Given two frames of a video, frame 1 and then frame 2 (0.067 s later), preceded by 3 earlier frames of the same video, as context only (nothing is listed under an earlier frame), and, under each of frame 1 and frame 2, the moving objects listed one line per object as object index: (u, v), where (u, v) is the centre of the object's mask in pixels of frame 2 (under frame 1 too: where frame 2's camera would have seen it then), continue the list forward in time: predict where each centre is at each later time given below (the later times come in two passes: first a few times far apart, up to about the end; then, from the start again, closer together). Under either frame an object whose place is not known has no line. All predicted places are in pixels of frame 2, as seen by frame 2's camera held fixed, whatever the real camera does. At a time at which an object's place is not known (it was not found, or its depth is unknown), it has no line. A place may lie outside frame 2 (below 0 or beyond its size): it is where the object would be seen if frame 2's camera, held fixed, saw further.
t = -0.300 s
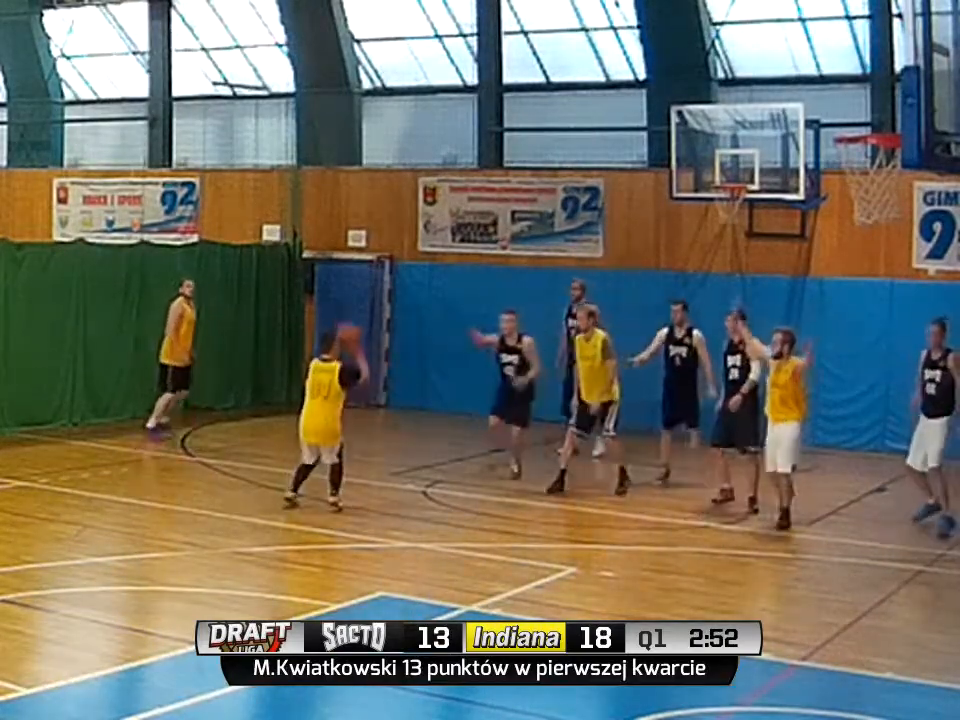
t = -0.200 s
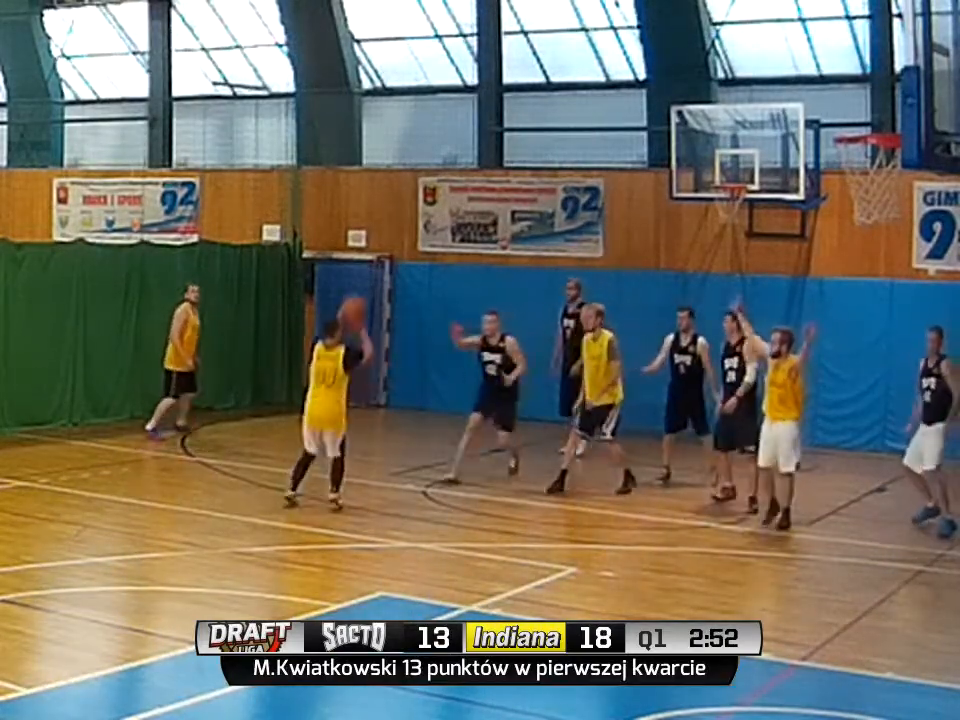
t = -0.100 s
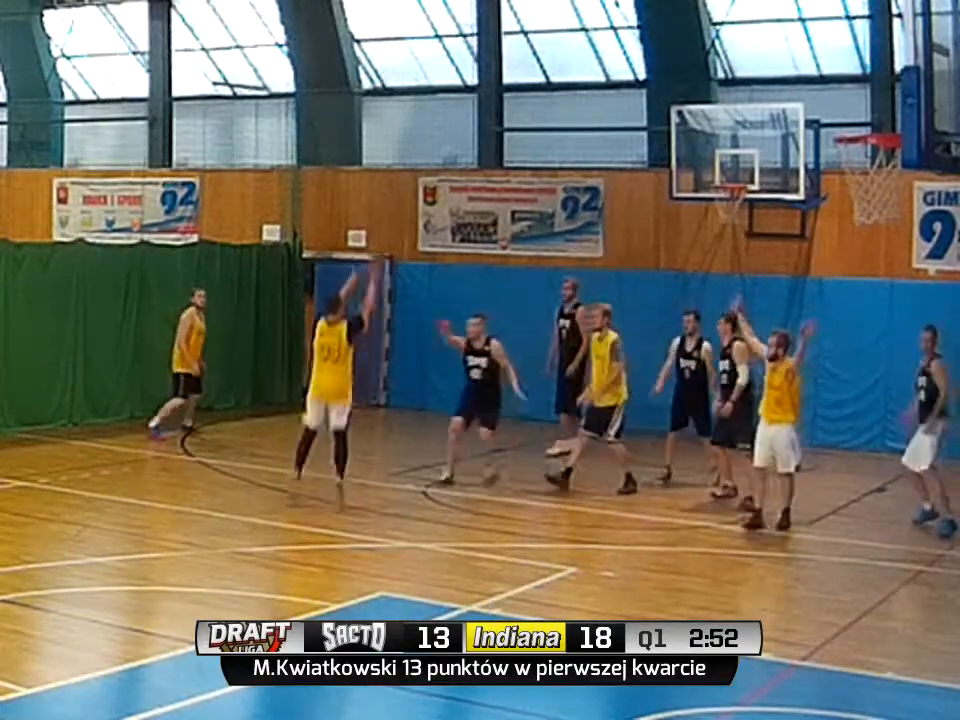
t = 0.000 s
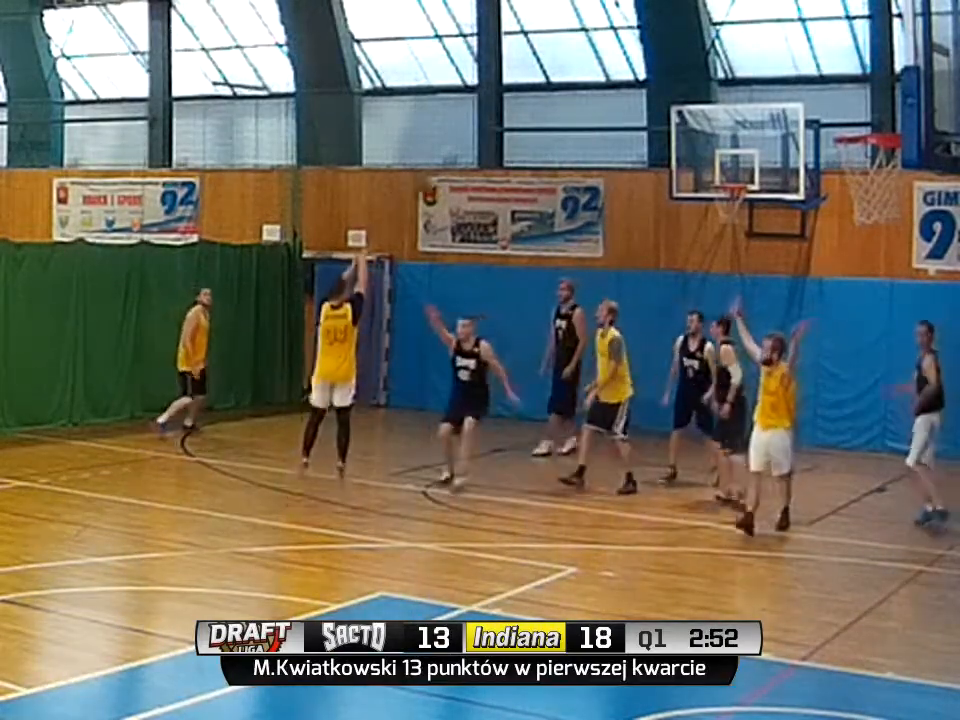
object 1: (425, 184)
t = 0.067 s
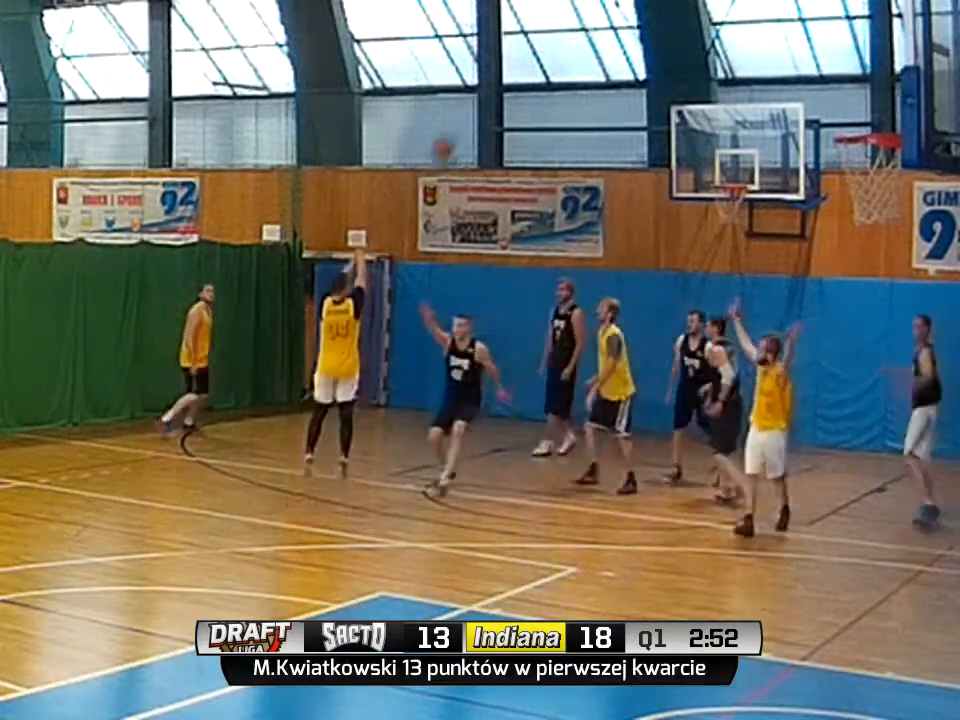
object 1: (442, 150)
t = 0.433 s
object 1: (557, 36)
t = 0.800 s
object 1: (657, 57)
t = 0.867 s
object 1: (674, 79)
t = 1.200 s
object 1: (728, 209)
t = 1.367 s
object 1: (715, 201)
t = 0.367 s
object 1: (537, 43)
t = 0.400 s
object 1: (548, 39)
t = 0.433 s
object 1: (557, 36)
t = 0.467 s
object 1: (567, 32)
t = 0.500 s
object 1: (576, 30)
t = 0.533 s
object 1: (585, 30)
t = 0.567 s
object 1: (593, 31)
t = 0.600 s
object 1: (604, 32)
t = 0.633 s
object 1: (613, 35)
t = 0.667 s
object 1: (621, 37)
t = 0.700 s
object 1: (631, 42)
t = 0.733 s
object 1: (640, 47)
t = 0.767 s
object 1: (648, 52)
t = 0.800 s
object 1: (657, 57)
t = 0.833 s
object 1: (665, 66)
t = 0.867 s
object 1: (674, 79)
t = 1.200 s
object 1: (728, 209)
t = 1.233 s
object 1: (726, 210)
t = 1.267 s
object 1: (724, 205)
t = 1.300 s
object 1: (722, 201)
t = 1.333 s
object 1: (720, 201)
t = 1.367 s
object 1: (715, 201)
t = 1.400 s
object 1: (712, 205)
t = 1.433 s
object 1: (708, 209)
